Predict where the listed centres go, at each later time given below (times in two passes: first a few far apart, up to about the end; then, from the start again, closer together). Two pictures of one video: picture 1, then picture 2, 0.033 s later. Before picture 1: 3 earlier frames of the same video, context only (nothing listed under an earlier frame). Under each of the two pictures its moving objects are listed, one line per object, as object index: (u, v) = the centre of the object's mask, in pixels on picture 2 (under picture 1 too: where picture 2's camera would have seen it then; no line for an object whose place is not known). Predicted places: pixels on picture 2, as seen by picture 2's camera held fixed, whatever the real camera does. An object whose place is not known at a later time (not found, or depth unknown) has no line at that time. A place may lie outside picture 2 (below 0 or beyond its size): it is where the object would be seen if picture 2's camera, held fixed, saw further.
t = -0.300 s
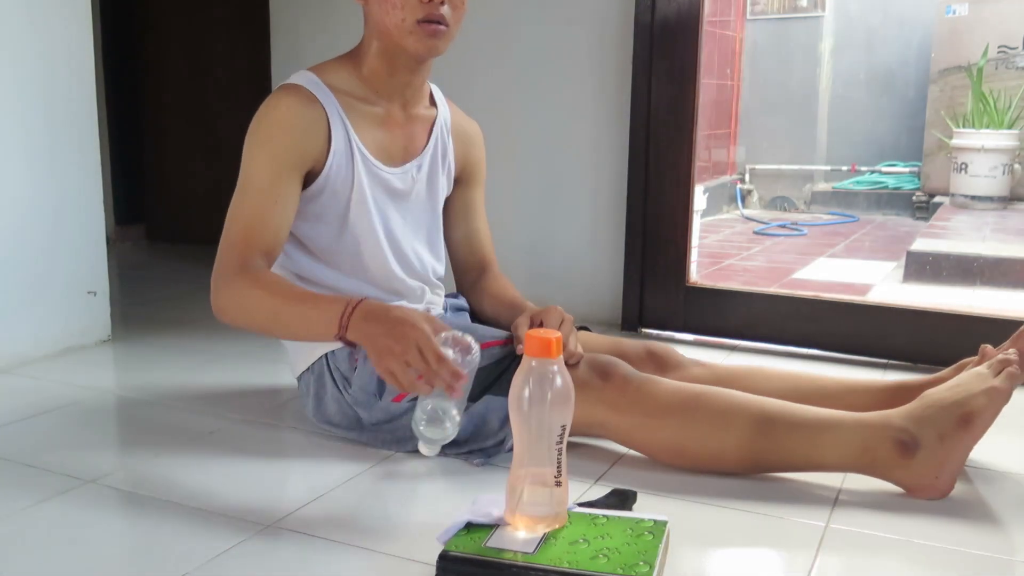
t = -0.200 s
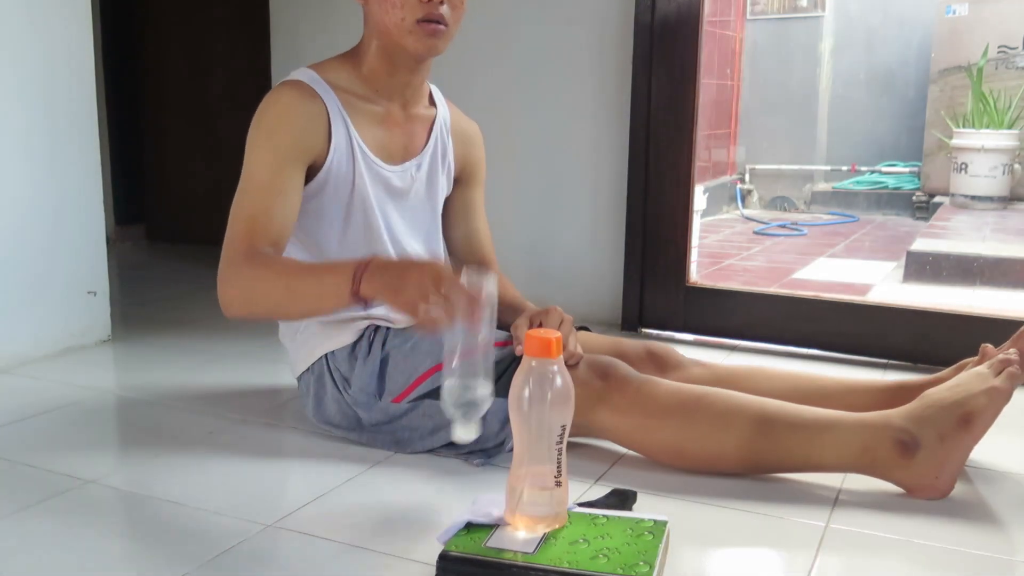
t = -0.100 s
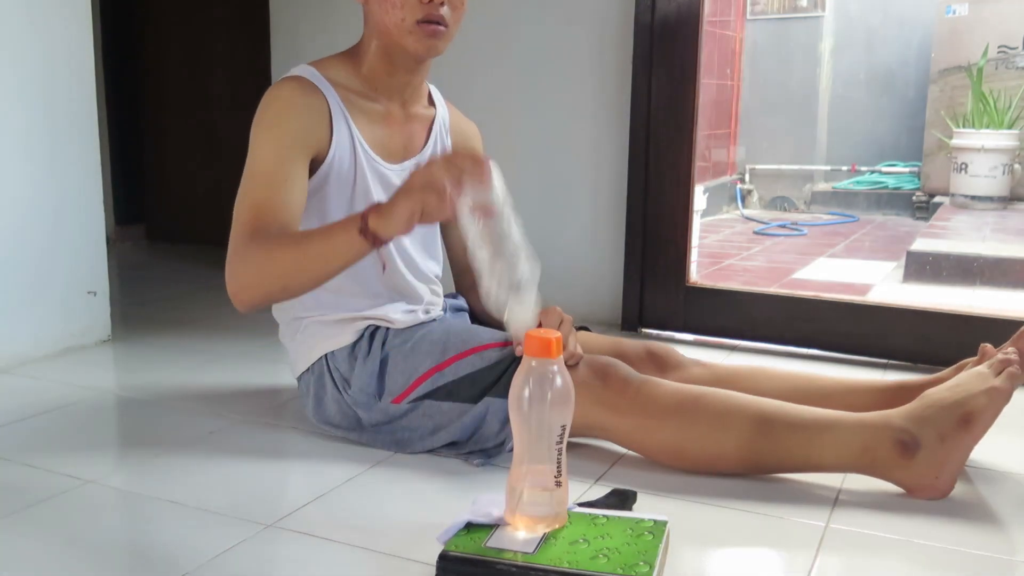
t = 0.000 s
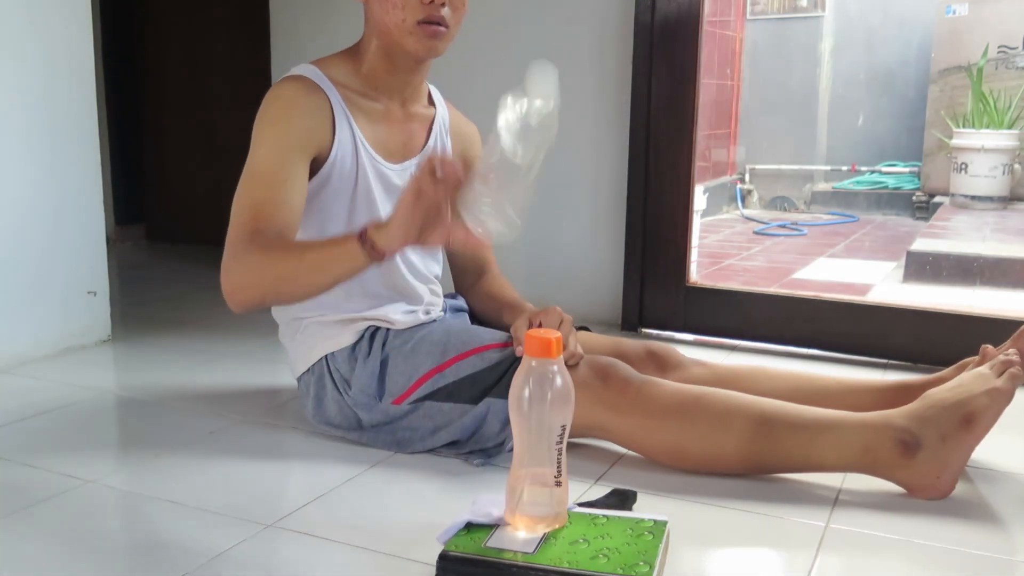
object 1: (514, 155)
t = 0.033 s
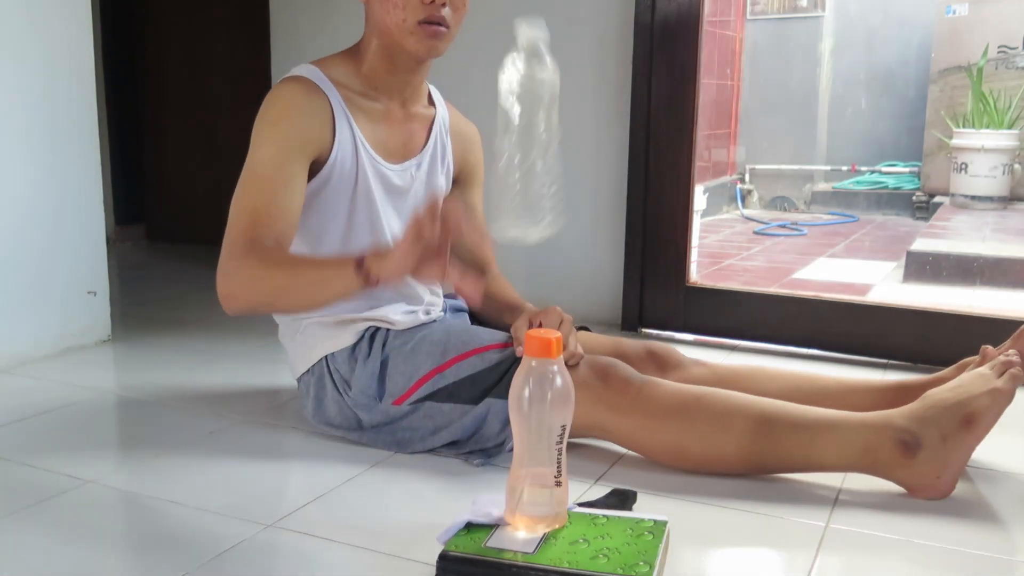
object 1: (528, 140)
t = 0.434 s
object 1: (532, 212)
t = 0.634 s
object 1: (504, 347)
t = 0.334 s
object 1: (538, 194)
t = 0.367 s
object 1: (537, 210)
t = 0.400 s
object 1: (536, 210)
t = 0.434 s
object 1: (532, 212)
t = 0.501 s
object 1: (524, 223)
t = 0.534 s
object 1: (519, 238)
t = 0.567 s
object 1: (514, 264)
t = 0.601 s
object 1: (509, 299)
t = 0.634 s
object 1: (504, 347)
